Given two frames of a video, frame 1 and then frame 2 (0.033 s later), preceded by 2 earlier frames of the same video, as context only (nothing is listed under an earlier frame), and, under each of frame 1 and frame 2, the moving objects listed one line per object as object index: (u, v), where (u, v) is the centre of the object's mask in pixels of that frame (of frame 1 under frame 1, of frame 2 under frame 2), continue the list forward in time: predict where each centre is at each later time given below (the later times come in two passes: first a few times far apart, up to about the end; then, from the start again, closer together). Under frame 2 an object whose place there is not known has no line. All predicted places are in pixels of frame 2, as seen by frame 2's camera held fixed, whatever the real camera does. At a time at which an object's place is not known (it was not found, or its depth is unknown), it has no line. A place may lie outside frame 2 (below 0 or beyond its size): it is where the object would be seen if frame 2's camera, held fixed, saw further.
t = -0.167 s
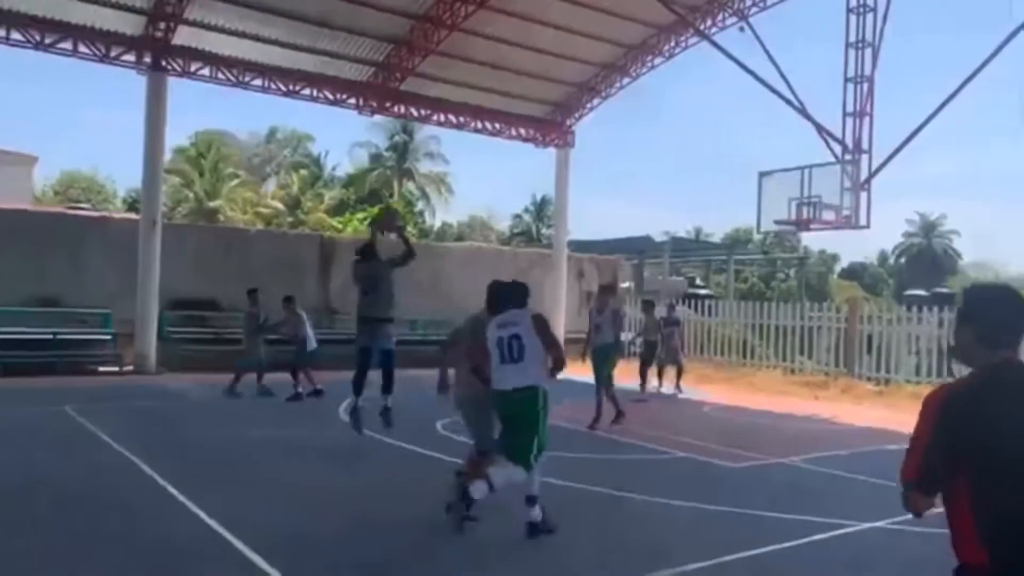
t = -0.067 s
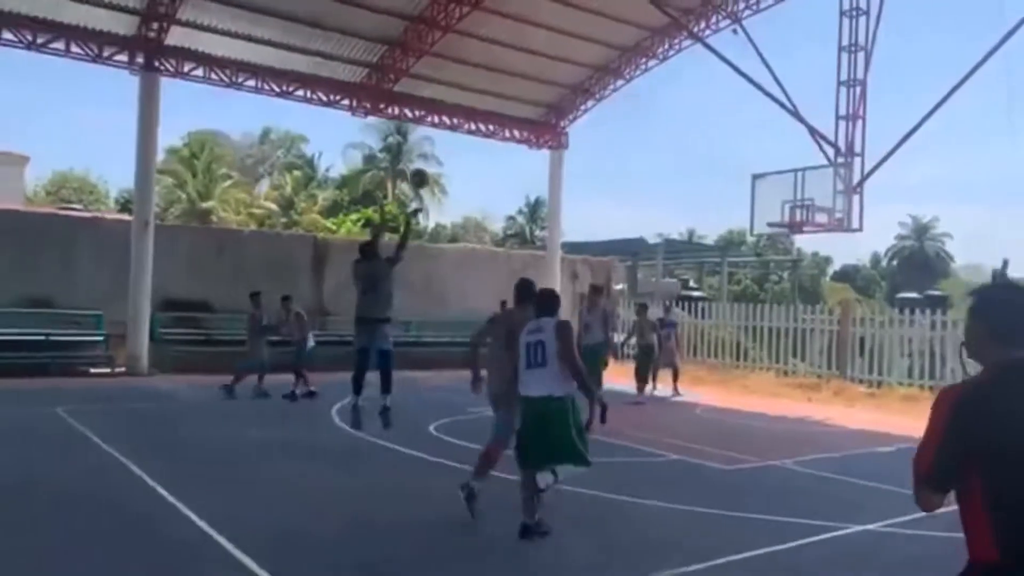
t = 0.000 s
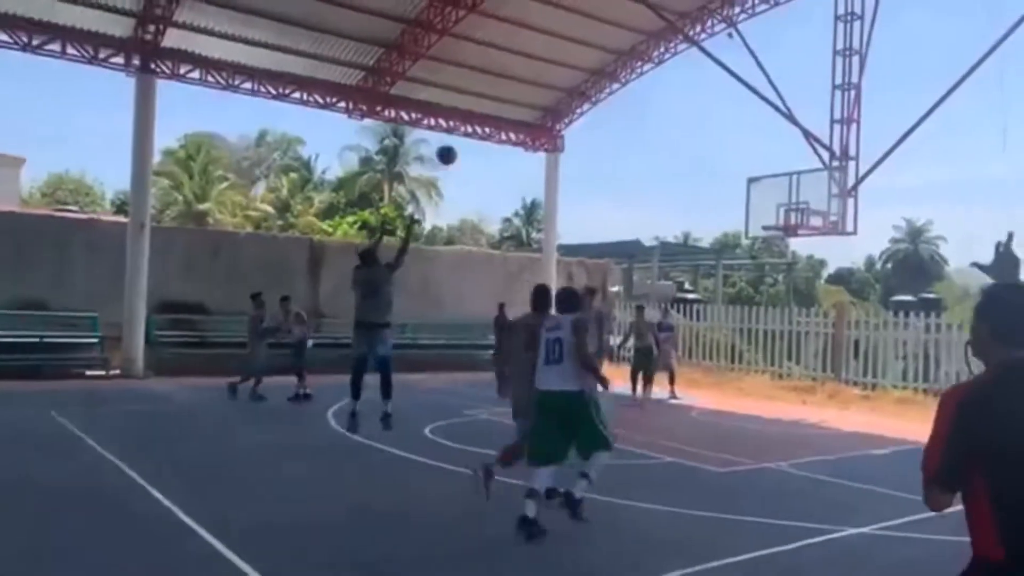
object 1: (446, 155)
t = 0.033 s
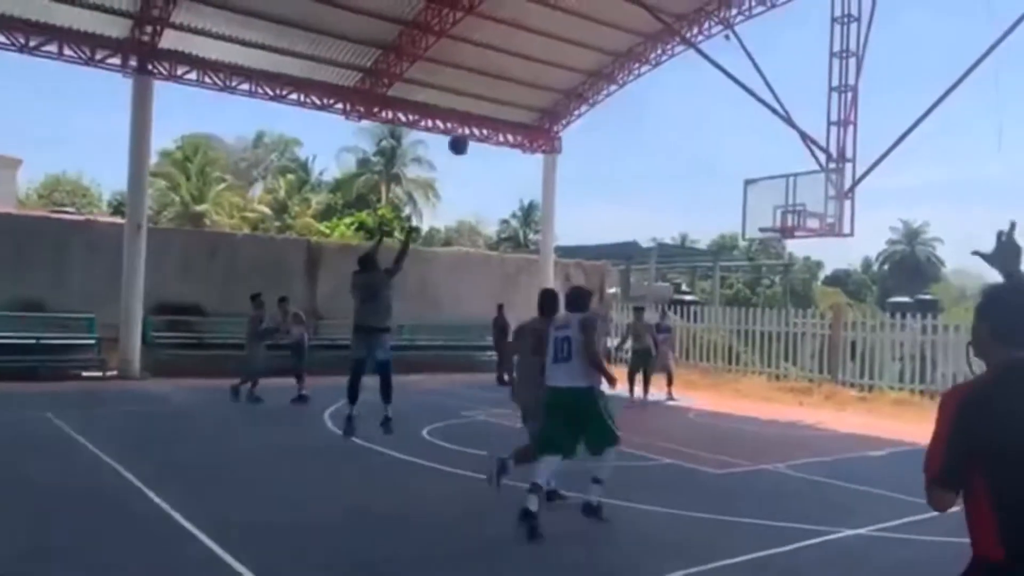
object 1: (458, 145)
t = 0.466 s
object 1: (617, 94)
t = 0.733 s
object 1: (688, 132)
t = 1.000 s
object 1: (747, 206)
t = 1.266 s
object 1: (773, 243)
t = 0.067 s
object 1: (472, 135)
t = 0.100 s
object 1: (484, 129)
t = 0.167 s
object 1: (513, 112)
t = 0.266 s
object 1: (551, 97)
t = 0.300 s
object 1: (562, 94)
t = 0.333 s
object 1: (575, 93)
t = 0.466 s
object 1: (617, 94)
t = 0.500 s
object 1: (626, 94)
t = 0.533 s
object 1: (635, 99)
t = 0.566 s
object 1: (644, 102)
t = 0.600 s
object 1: (654, 107)
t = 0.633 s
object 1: (662, 112)
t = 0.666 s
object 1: (671, 118)
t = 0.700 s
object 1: (679, 125)
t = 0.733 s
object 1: (688, 132)
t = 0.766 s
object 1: (696, 139)
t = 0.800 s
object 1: (704, 147)
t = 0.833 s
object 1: (711, 156)
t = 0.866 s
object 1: (719, 165)
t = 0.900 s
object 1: (727, 174)
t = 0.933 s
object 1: (733, 184)
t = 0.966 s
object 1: (741, 194)
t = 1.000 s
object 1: (747, 206)
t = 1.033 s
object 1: (754, 217)
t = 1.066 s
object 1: (761, 228)
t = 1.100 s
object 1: (768, 238)
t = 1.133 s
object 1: (773, 239)
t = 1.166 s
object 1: (773, 240)
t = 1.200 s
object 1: (773, 241)
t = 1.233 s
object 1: (773, 243)
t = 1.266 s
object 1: (773, 243)
